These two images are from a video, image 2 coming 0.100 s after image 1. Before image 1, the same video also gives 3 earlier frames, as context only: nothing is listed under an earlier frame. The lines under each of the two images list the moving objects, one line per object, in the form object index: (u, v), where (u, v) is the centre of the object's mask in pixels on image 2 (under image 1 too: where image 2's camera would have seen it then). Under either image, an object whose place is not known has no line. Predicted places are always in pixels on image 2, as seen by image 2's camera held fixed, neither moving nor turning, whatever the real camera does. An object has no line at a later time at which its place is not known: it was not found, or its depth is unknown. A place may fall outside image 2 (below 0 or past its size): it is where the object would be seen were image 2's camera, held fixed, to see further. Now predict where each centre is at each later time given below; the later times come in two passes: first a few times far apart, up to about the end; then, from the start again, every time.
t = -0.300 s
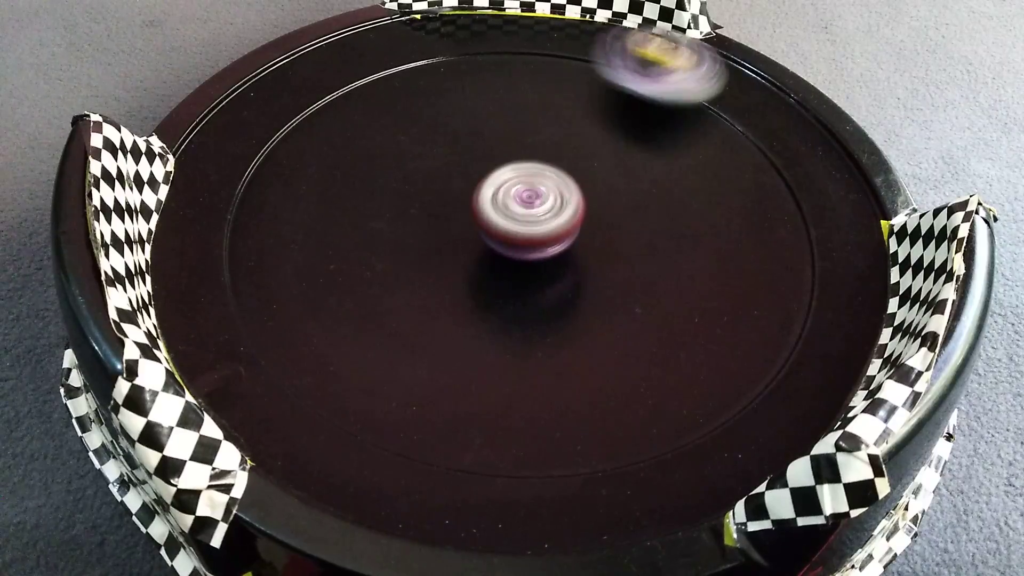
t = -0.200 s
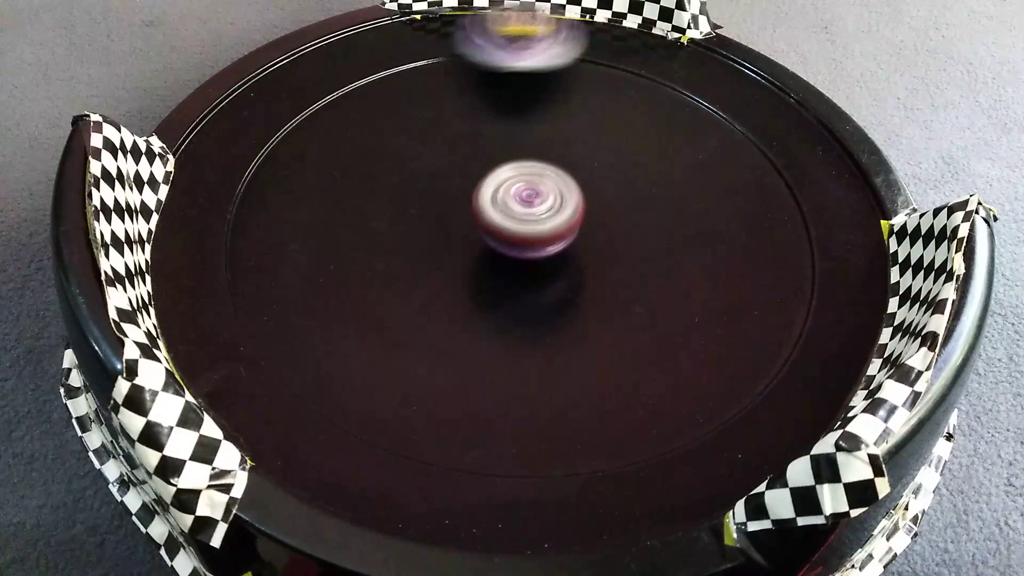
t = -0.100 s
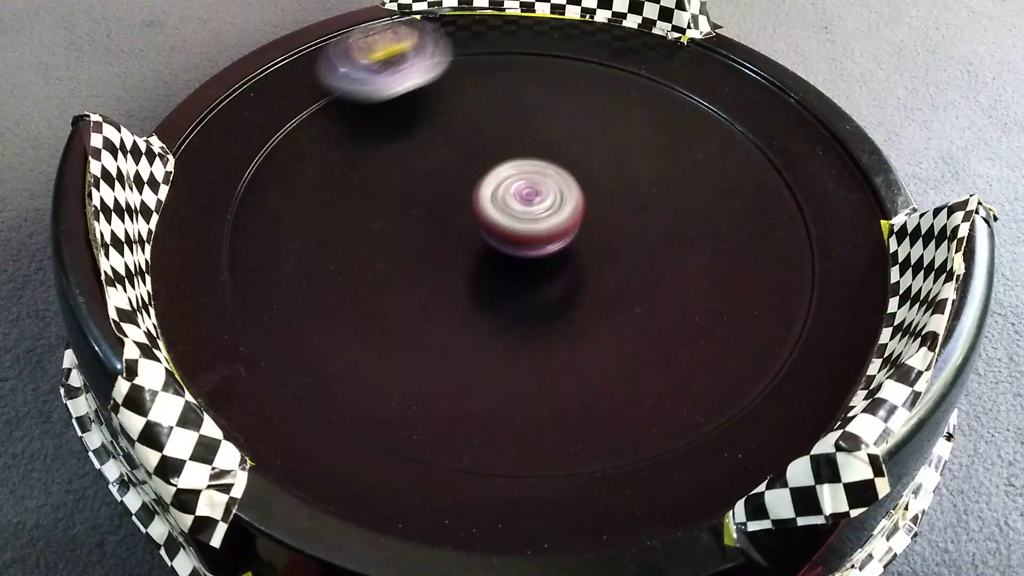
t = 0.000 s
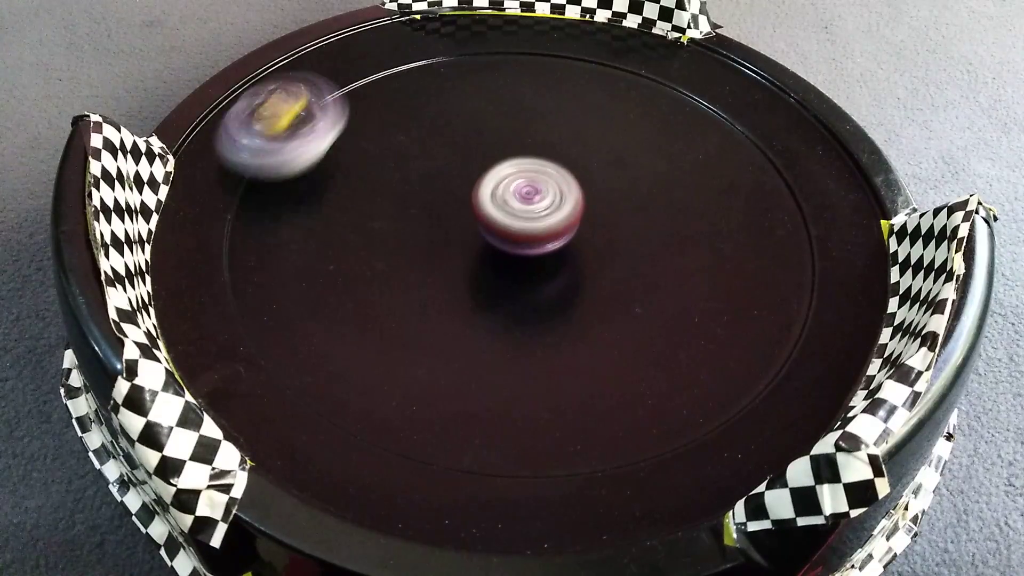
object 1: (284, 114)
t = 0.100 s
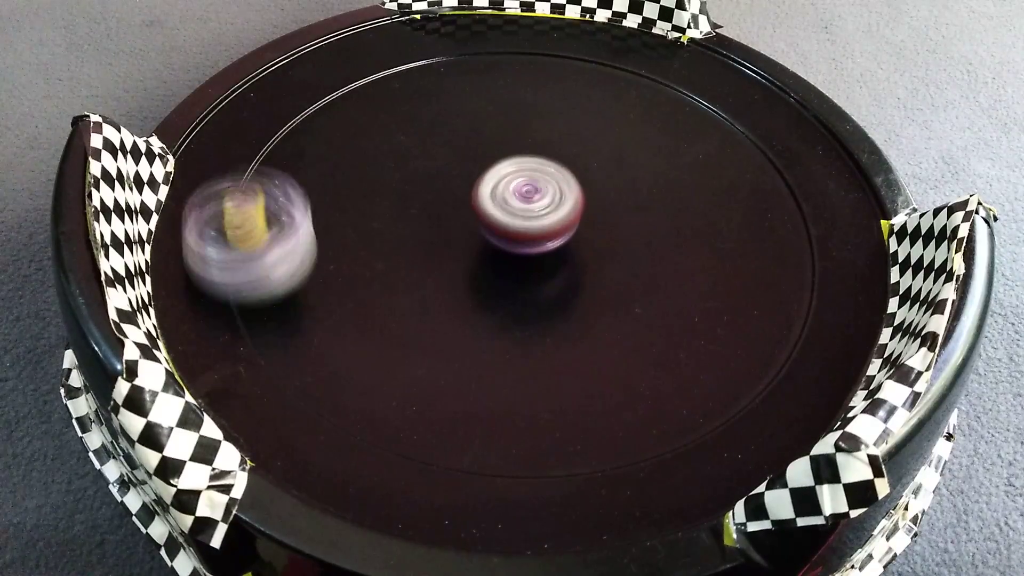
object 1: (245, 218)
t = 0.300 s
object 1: (503, 431)
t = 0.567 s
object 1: (804, 196)
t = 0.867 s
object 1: (477, 31)
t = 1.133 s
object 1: (247, 206)
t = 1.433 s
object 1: (677, 404)
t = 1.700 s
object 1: (753, 114)
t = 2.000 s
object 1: (389, 49)
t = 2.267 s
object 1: (280, 287)
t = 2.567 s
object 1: (766, 339)
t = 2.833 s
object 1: (689, 71)
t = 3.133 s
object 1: (340, 74)
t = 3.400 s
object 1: (405, 384)
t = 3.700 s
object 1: (808, 236)
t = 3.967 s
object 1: (598, 40)
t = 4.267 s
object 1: (287, 133)
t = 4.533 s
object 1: (482, 405)
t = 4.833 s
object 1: (802, 197)
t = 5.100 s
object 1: (562, 35)
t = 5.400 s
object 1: (279, 157)
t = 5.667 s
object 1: (522, 409)
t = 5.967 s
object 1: (797, 181)
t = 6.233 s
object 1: (549, 35)
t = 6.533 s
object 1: (276, 166)
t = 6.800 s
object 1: (530, 405)
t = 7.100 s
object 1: (800, 180)
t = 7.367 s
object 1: (558, 36)
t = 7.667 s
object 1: (284, 157)
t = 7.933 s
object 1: (510, 400)
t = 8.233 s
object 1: (789, 161)
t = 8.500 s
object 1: (545, 33)
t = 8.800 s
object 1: (292, 159)
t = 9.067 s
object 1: (523, 392)
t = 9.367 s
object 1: (793, 183)
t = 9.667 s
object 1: (551, 35)
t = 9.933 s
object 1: (317, 133)
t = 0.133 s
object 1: (254, 263)
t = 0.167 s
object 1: (284, 318)
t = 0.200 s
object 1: (322, 359)
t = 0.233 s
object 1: (374, 393)
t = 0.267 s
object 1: (436, 417)
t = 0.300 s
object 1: (503, 431)
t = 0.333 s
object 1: (572, 433)
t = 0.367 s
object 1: (639, 424)
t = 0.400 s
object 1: (698, 401)
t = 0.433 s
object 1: (745, 369)
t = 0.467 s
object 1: (781, 329)
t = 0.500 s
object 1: (803, 287)
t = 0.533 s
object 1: (810, 242)
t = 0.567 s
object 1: (804, 196)
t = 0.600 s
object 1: (789, 158)
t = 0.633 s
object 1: (763, 126)
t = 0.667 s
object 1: (732, 97)
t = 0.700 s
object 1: (696, 74)
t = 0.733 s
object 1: (656, 56)
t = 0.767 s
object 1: (612, 43)
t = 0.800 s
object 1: (568, 36)
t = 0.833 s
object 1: (522, 32)
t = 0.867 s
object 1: (477, 31)
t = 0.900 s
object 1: (434, 36)
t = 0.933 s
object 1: (392, 47)
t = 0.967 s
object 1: (353, 62)
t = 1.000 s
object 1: (318, 83)
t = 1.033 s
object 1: (291, 106)
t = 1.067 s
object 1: (269, 134)
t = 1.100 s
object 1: (253, 168)
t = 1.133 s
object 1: (247, 206)
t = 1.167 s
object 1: (253, 246)
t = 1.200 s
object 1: (271, 288)
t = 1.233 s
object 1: (307, 330)
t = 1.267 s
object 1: (355, 367)
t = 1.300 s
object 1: (418, 404)
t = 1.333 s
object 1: (483, 420)
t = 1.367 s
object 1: (550, 425)
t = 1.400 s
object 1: (617, 420)
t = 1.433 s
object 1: (677, 404)
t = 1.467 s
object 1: (730, 379)
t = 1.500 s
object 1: (770, 343)
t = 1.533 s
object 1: (795, 295)
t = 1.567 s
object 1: (808, 254)
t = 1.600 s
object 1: (807, 215)
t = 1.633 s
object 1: (798, 179)
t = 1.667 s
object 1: (780, 145)
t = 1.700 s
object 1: (753, 114)
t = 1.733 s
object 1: (719, 87)
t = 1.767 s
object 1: (682, 66)
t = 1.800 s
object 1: (644, 52)
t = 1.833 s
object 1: (600, 41)
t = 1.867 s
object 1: (556, 34)
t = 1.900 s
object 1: (514, 31)
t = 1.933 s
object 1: (469, 32)
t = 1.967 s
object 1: (427, 37)
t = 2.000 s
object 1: (389, 49)
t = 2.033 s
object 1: (352, 64)
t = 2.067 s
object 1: (321, 84)
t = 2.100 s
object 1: (295, 106)
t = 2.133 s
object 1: (274, 134)
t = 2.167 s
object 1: (260, 166)
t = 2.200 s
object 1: (255, 203)
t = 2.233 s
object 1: (261, 244)
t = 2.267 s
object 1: (280, 287)
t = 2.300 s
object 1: (318, 336)
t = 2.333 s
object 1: (364, 371)
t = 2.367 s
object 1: (420, 396)
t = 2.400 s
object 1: (484, 412)
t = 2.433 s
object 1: (550, 417)
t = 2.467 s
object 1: (615, 411)
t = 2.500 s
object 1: (673, 395)
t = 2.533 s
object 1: (724, 370)
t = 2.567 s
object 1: (766, 339)
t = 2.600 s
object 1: (796, 296)
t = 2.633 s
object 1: (808, 256)
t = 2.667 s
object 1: (807, 219)
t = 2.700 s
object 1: (800, 183)
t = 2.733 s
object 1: (783, 151)
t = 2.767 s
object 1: (758, 119)
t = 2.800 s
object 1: (727, 93)
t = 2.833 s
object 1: (689, 71)
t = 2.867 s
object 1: (655, 55)
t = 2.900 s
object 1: (612, 44)
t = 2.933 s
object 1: (570, 36)
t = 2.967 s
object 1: (526, 32)
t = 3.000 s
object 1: (485, 32)
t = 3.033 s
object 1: (445, 36)
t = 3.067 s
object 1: (409, 44)
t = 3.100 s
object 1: (373, 56)
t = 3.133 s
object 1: (340, 74)
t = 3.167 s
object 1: (313, 95)
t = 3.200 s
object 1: (289, 122)
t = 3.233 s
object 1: (263, 188)
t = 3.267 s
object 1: (263, 227)
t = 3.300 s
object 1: (279, 270)
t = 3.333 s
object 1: (313, 321)
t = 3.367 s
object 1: (354, 357)
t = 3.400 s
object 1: (405, 384)
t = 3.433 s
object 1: (465, 403)
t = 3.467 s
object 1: (529, 412)
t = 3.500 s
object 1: (592, 409)
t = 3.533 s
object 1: (652, 397)
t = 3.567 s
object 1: (704, 376)
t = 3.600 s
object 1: (748, 347)
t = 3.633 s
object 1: (782, 307)
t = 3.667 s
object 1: (805, 271)
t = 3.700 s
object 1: (808, 236)
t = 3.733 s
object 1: (806, 207)
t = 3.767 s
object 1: (793, 165)
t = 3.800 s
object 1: (771, 134)
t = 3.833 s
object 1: (746, 108)
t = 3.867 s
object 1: (713, 83)
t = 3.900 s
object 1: (676, 64)
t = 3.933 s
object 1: (639, 50)
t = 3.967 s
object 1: (598, 40)
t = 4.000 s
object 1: (555, 35)
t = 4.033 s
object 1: (514, 32)
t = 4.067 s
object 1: (474, 33)
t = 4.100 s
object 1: (436, 38)
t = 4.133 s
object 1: (401, 48)
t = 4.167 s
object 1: (366, 61)
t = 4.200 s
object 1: (335, 81)
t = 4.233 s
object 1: (308, 104)
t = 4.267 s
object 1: (287, 133)
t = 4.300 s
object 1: (273, 166)
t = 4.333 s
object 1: (268, 200)
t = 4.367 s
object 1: (272, 238)
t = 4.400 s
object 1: (289, 280)
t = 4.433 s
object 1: (319, 318)
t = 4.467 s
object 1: (362, 354)
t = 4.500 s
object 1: (422, 389)
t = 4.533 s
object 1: (482, 405)
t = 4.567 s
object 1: (544, 411)
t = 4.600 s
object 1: (605, 406)
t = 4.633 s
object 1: (661, 392)
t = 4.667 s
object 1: (711, 370)
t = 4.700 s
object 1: (753, 341)
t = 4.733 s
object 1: (785, 301)
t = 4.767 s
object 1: (805, 265)
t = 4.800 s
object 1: (809, 231)
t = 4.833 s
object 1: (802, 197)
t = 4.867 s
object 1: (792, 165)
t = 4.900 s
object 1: (772, 133)
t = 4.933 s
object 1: (746, 109)
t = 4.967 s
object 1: (713, 84)
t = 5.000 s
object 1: (678, 65)
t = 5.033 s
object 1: (643, 51)
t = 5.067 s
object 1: (603, 41)
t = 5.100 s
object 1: (562, 35)
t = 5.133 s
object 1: (523, 32)
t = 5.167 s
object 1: (483, 32)
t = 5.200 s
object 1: (445, 37)
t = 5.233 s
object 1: (409, 46)
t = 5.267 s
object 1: (374, 60)
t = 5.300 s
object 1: (344, 78)
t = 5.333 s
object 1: (317, 101)
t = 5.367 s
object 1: (296, 126)
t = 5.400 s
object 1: (279, 157)
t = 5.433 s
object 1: (270, 191)
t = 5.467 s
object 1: (271, 230)
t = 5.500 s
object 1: (286, 270)
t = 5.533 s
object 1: (319, 320)
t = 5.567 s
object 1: (356, 354)
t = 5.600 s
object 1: (405, 381)
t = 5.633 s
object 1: (462, 399)
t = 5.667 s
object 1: (522, 409)
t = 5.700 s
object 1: (582, 408)
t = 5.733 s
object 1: (639, 398)
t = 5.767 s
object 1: (691, 379)
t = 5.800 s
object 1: (734, 355)
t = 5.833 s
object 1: (769, 323)
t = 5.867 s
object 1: (793, 288)
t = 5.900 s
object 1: (807, 248)
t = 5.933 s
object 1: (809, 213)
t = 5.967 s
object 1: (797, 181)
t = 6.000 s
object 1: (782, 151)
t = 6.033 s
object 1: (761, 123)
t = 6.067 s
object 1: (731, 96)
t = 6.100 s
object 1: (699, 75)
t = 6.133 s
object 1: (666, 60)
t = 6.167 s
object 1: (627, 48)
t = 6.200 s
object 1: (589, 39)
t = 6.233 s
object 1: (549, 35)
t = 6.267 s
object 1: (510, 33)
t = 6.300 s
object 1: (473, 34)
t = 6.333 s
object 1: (436, 40)
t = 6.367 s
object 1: (401, 50)
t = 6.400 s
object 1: (368, 64)
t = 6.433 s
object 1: (338, 84)
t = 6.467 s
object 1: (313, 107)
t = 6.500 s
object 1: (292, 133)
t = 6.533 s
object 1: (276, 166)
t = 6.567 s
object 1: (270, 201)
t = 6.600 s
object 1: (276, 239)
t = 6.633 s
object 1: (296, 287)
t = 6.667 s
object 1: (324, 322)
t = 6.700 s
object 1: (360, 346)
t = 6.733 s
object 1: (414, 382)
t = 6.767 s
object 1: (471, 399)
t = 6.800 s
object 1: (530, 405)
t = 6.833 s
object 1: (589, 404)
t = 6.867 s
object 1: (644, 392)
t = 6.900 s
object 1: (693, 371)
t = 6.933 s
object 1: (735, 344)
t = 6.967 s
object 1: (766, 309)
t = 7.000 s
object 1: (790, 276)
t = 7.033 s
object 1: (802, 244)
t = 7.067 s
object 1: (806, 212)
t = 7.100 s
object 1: (800, 180)
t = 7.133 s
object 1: (782, 151)
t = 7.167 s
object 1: (762, 125)
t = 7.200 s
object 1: (733, 99)
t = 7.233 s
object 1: (702, 77)
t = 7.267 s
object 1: (671, 62)
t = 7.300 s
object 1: (634, 49)
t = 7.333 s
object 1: (598, 40)
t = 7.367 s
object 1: (558, 36)
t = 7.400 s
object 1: (518, 33)
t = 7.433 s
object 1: (482, 33)
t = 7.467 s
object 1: (446, 39)
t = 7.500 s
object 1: (411, 48)
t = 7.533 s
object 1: (379, 61)
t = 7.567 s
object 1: (349, 79)
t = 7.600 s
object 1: (321, 101)
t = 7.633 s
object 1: (299, 128)
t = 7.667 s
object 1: (284, 157)
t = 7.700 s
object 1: (277, 190)
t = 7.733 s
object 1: (277, 224)
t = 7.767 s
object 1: (290, 264)
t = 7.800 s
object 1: (316, 301)
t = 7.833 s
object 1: (355, 344)
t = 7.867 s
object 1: (400, 371)
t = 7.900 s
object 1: (454, 390)
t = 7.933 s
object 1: (510, 400)
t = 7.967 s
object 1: (568, 401)
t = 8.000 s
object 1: (624, 393)
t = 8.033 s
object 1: (675, 375)
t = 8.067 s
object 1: (718, 344)
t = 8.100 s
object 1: (778, 286)
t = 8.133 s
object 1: (793, 254)
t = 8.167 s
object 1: (801, 222)
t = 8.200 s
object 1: (799, 191)
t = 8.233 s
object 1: (789, 161)
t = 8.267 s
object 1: (772, 134)
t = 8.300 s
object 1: (745, 110)
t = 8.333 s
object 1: (717, 89)
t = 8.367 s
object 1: (685, 69)
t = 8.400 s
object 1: (653, 55)
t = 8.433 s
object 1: (618, 46)
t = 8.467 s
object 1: (582, 37)
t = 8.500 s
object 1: (545, 33)
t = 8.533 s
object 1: (508, 32)
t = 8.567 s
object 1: (473, 34)
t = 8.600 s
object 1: (440, 40)
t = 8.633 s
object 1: (406, 50)
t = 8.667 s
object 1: (376, 64)
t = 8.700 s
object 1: (349, 82)
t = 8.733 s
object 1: (323, 104)
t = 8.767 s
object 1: (305, 130)
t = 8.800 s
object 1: (292, 159)
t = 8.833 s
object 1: (286, 191)
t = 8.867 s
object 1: (287, 226)
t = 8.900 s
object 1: (302, 265)
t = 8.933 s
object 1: (329, 300)
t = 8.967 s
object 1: (363, 331)
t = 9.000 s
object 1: (416, 367)
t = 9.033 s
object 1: (468, 384)
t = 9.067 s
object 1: (523, 392)
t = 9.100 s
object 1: (579, 392)
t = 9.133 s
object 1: (633, 381)
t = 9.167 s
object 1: (681, 364)
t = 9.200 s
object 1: (722, 339)
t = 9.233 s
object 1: (753, 303)
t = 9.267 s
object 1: (776, 276)
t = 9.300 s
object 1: (790, 243)
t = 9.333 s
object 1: (794, 212)
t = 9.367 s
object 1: (793, 183)
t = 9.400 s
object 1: (784, 155)
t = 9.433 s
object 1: (768, 129)
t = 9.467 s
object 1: (742, 106)
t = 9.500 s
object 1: (712, 85)
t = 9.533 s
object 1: (682, 69)
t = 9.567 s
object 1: (651, 56)
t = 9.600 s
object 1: (618, 46)
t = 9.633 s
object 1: (584, 39)
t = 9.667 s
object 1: (551, 35)
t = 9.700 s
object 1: (516, 34)
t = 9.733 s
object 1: (483, 37)
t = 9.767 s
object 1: (449, 43)
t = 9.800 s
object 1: (416, 53)
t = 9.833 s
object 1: (386, 67)
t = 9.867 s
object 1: (359, 85)
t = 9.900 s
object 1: (334, 108)
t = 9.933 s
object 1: (317, 133)
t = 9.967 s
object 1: (303, 162)
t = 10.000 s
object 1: (297, 196)
